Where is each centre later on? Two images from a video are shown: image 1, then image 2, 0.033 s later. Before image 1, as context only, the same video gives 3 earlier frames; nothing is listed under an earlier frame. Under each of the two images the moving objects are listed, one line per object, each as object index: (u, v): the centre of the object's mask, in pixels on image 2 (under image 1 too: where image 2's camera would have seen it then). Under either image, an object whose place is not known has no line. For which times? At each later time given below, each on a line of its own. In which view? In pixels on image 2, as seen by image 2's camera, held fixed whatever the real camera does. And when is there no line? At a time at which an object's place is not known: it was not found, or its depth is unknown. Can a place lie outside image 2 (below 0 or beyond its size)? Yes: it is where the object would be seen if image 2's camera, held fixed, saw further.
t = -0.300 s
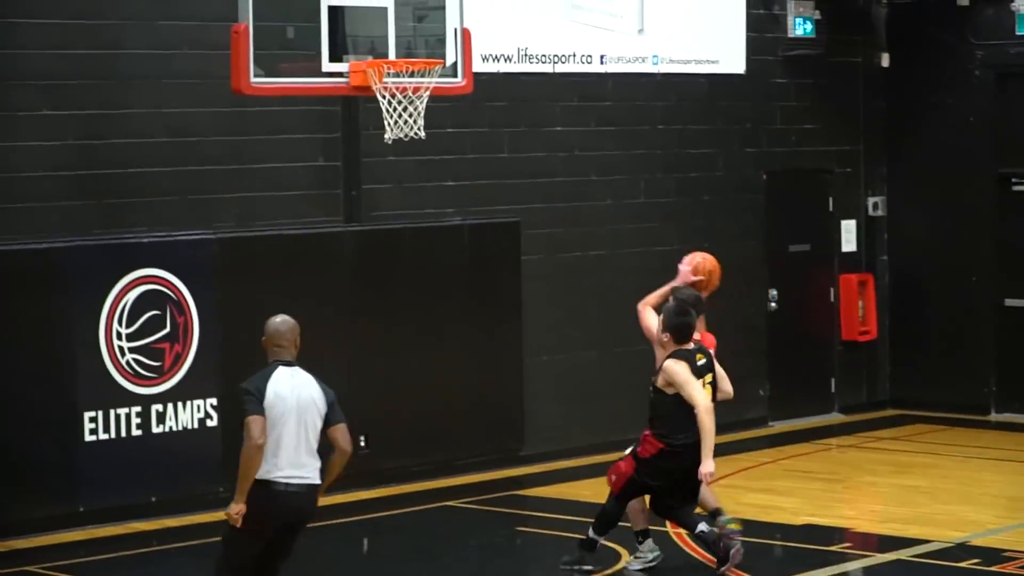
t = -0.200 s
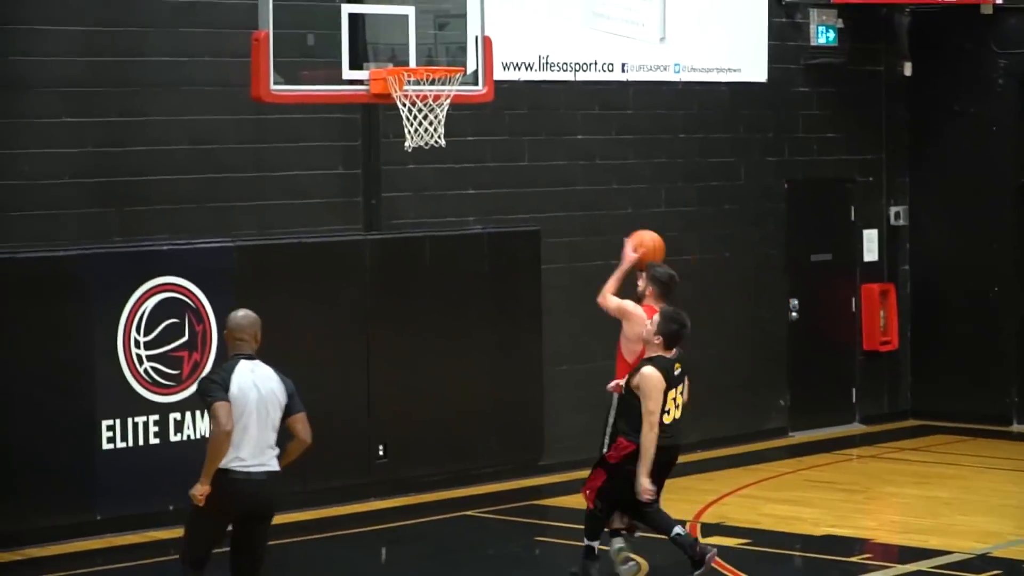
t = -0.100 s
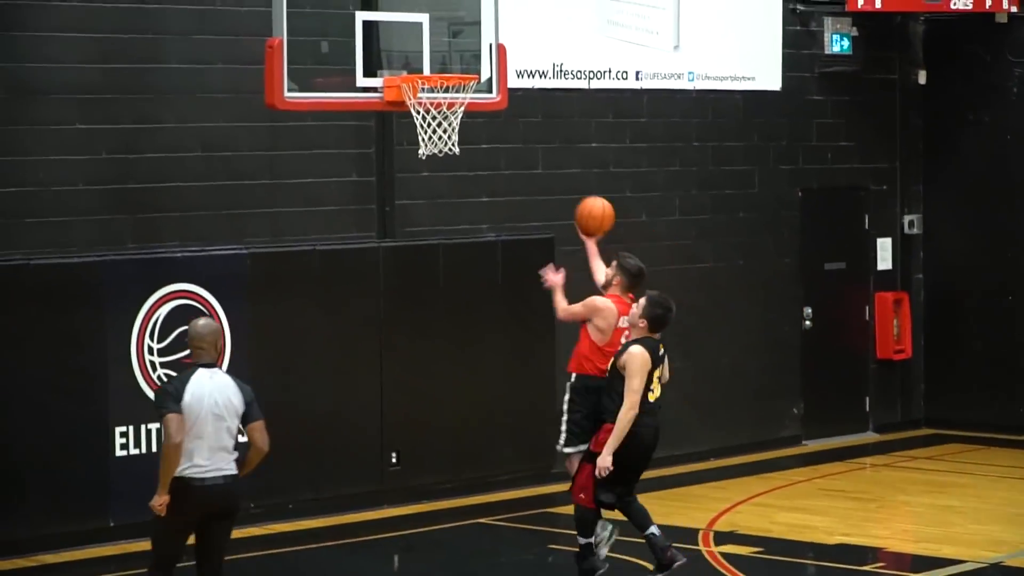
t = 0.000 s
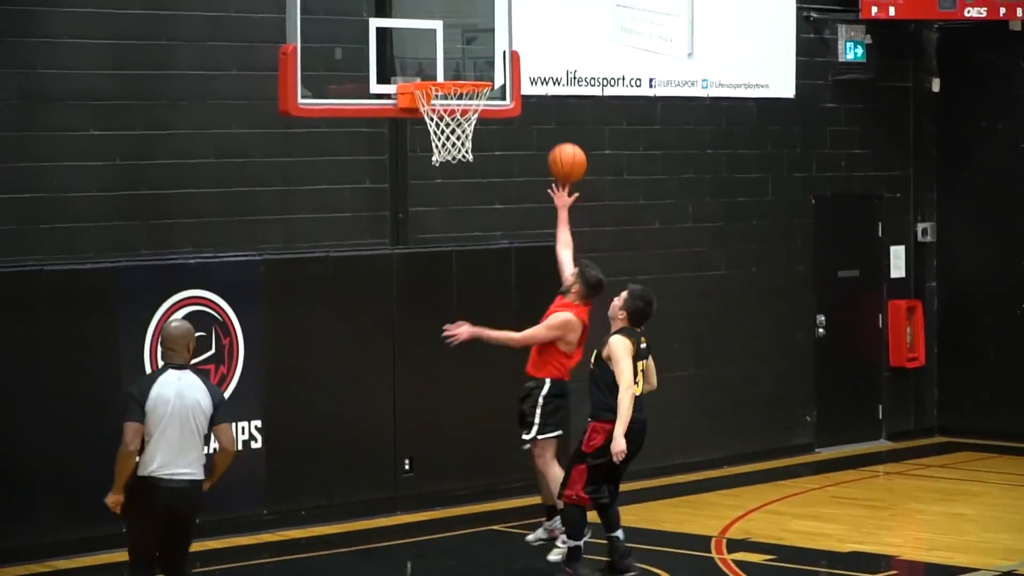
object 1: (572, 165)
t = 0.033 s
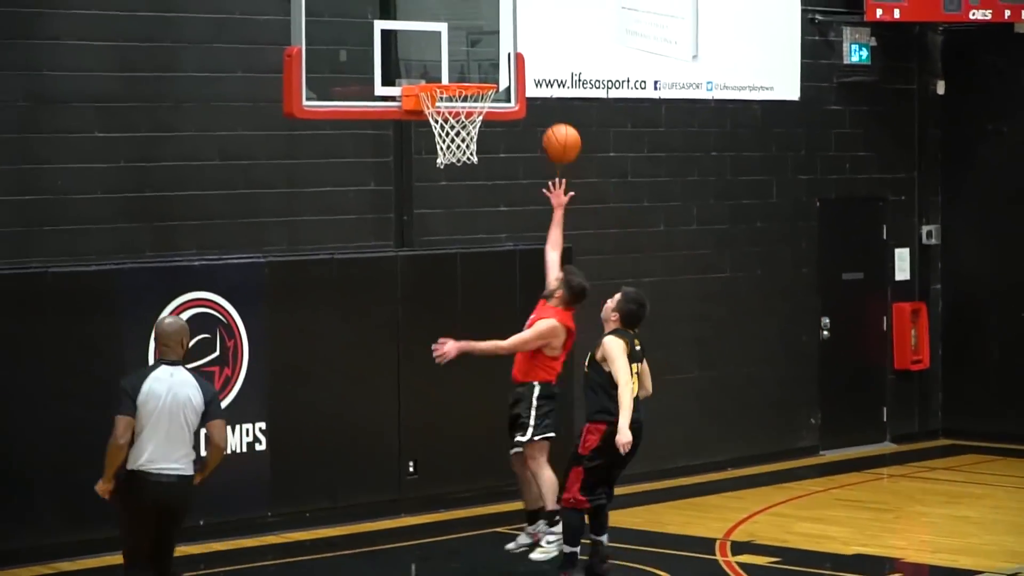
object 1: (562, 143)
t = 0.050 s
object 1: (556, 133)
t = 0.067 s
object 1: (551, 123)
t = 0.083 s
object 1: (546, 115)
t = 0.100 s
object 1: (542, 106)
